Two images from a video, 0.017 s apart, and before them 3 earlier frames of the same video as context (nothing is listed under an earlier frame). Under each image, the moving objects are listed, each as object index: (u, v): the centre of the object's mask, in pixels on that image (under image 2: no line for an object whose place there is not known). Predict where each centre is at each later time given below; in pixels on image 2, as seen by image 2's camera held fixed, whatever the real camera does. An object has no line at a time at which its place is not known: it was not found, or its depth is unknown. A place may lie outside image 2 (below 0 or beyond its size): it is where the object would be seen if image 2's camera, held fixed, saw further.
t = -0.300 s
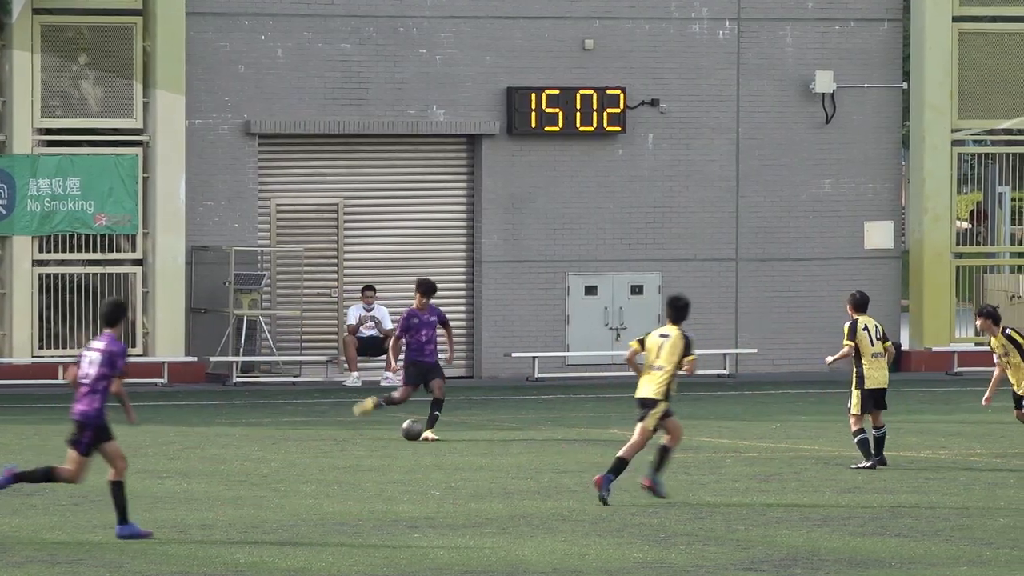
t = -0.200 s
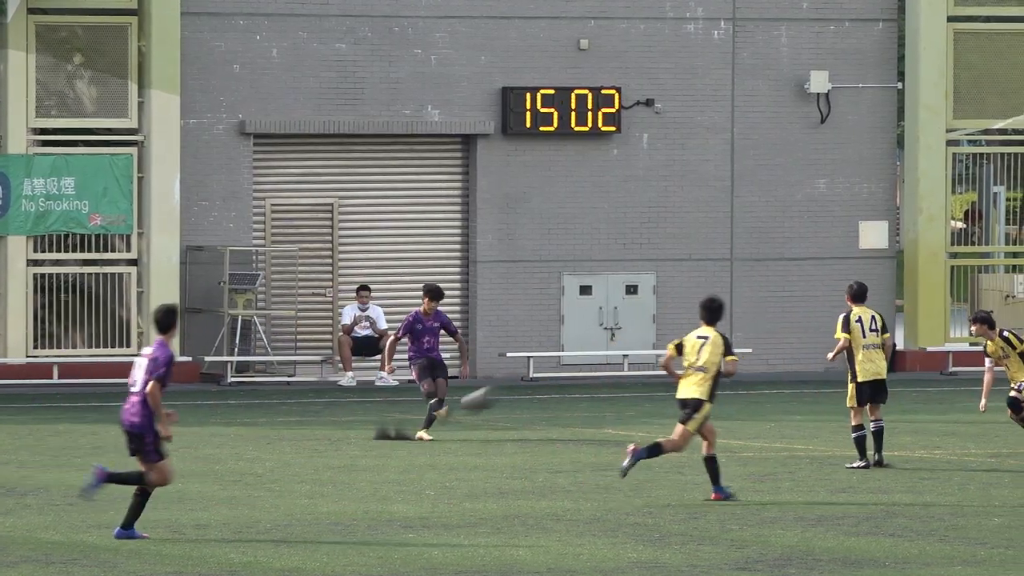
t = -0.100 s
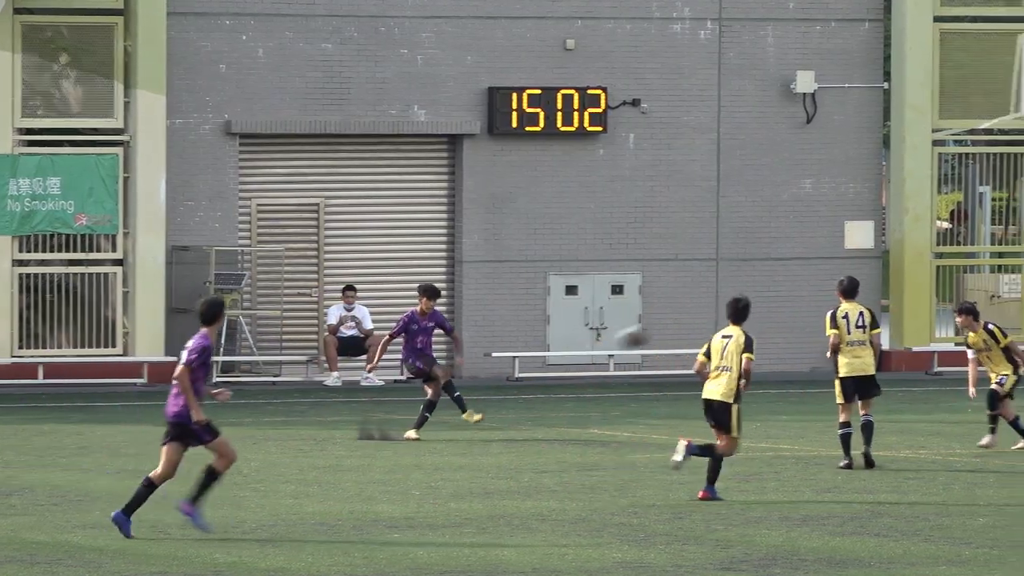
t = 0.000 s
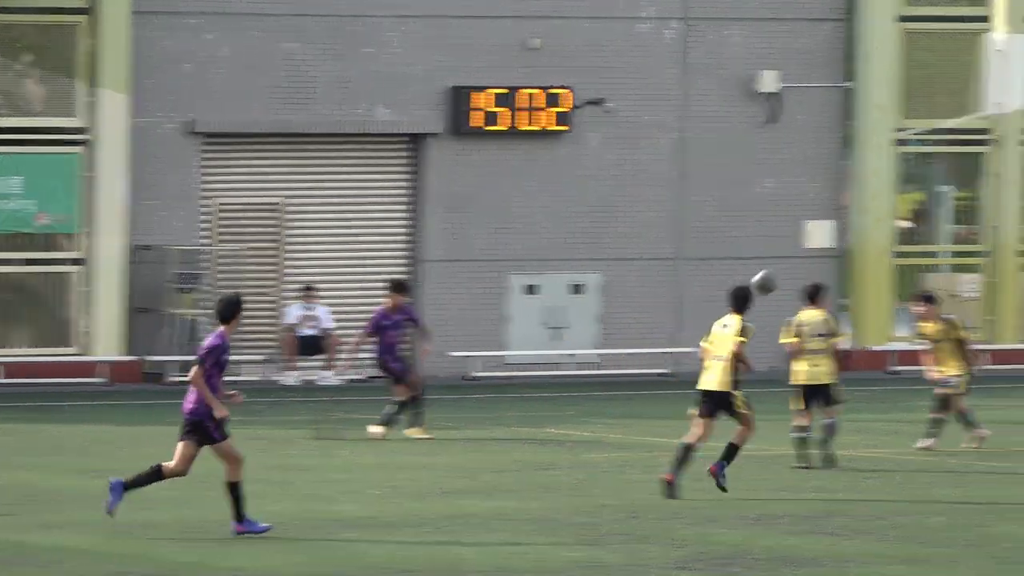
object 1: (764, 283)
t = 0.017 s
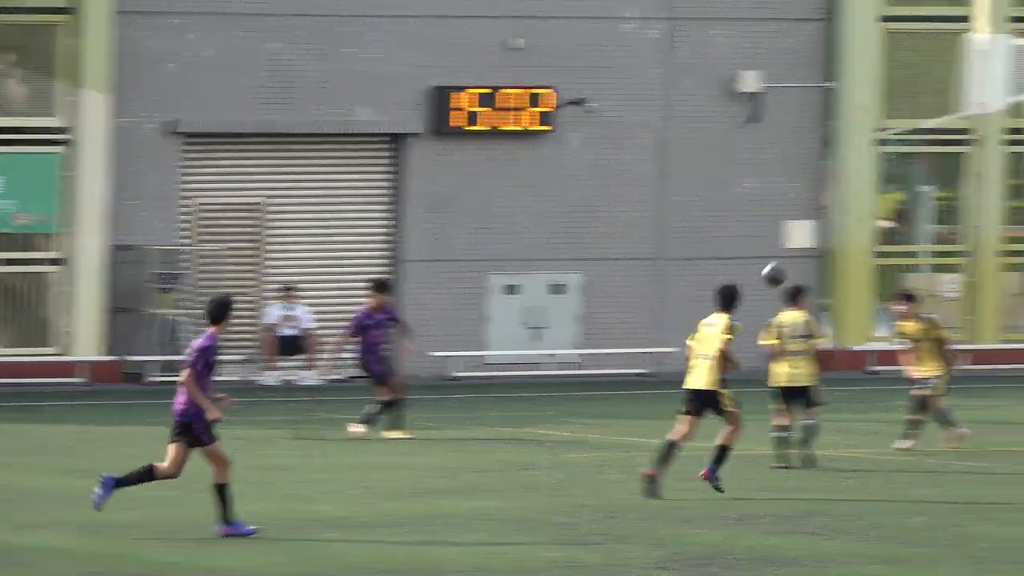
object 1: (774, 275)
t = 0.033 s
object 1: (802, 267)
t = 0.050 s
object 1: (833, 259)
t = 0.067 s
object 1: (862, 252)
